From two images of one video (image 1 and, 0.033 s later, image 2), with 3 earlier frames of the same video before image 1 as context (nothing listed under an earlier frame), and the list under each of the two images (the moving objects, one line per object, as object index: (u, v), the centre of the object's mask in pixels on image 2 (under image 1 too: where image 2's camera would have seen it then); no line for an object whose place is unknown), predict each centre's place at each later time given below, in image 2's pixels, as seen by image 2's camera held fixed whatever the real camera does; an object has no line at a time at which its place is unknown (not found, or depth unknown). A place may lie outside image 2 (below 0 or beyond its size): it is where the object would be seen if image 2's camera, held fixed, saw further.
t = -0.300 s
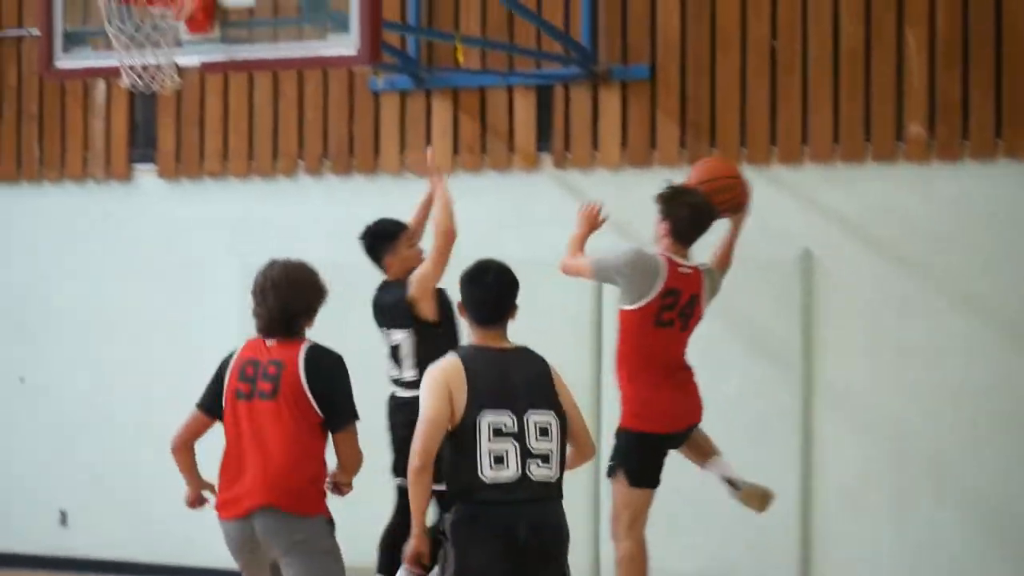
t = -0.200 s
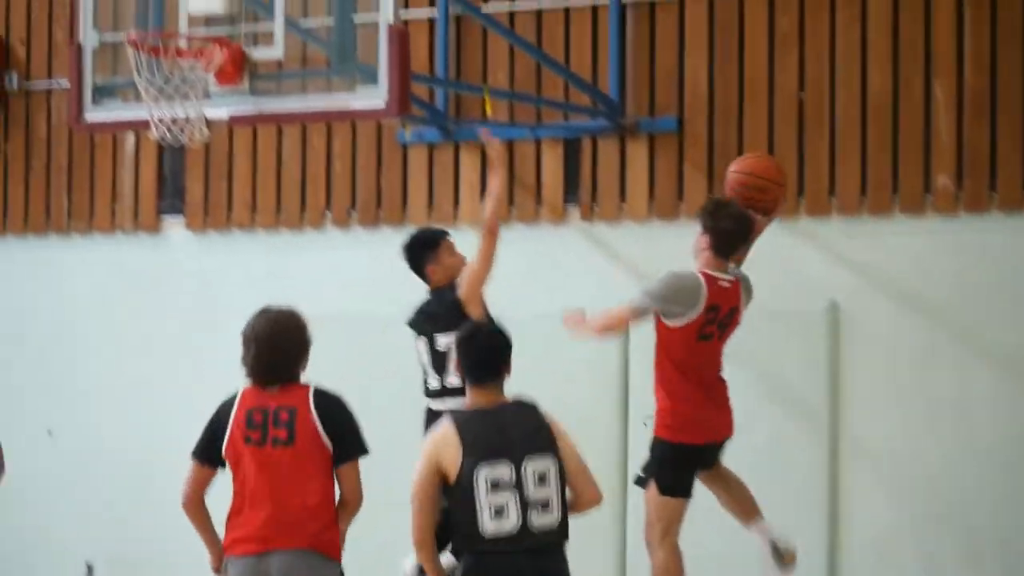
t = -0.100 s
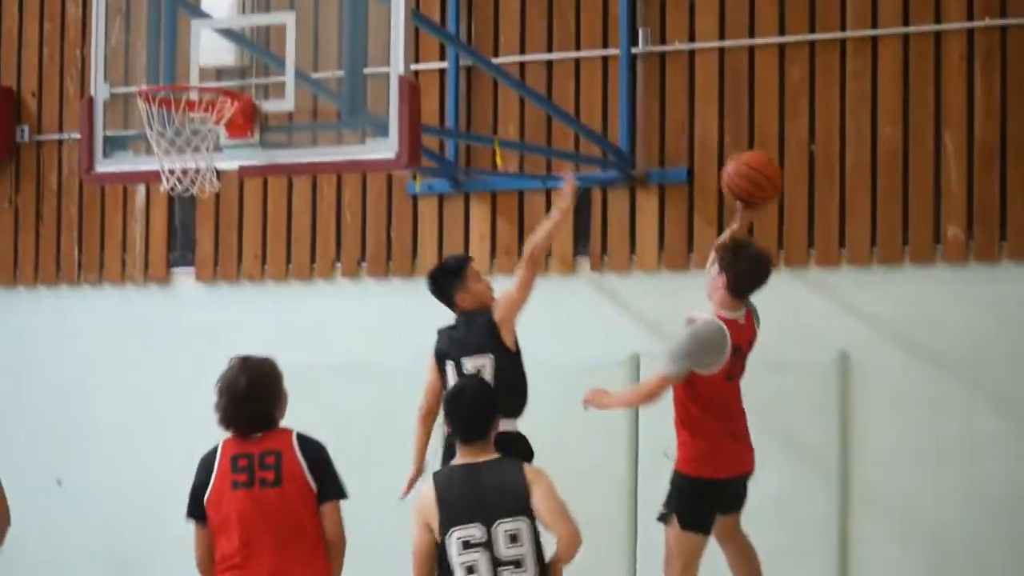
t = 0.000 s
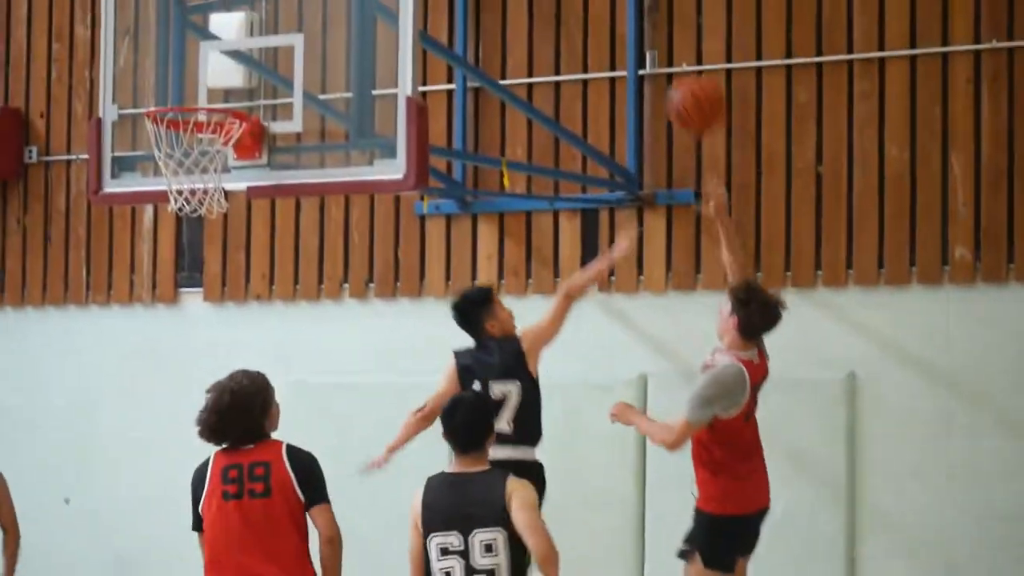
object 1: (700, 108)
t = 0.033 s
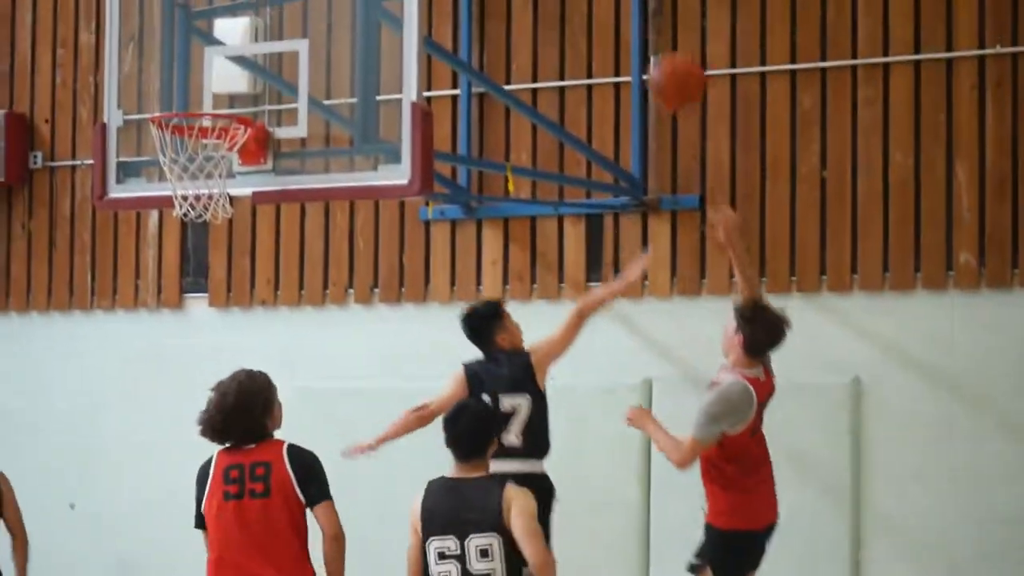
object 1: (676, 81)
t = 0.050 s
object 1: (663, 69)
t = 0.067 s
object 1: (652, 56)
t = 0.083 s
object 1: (640, 44)
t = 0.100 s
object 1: (629, 34)
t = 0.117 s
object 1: (617, 25)
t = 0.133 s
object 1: (604, 17)
